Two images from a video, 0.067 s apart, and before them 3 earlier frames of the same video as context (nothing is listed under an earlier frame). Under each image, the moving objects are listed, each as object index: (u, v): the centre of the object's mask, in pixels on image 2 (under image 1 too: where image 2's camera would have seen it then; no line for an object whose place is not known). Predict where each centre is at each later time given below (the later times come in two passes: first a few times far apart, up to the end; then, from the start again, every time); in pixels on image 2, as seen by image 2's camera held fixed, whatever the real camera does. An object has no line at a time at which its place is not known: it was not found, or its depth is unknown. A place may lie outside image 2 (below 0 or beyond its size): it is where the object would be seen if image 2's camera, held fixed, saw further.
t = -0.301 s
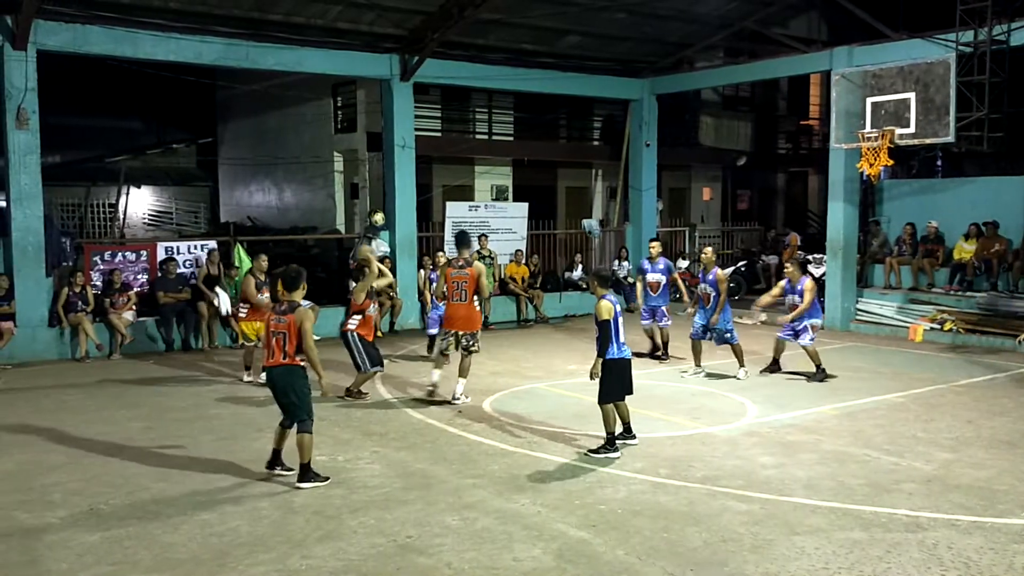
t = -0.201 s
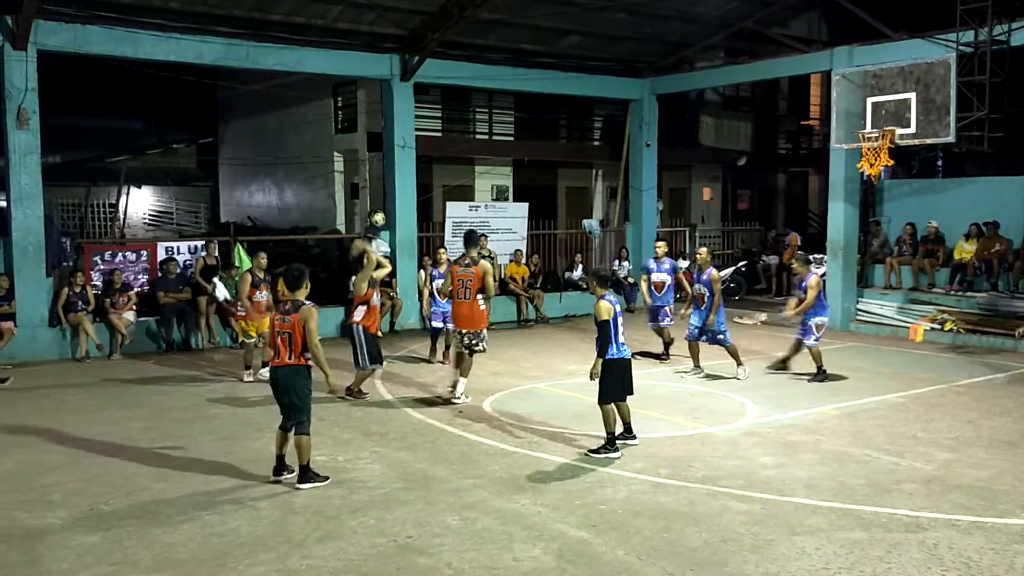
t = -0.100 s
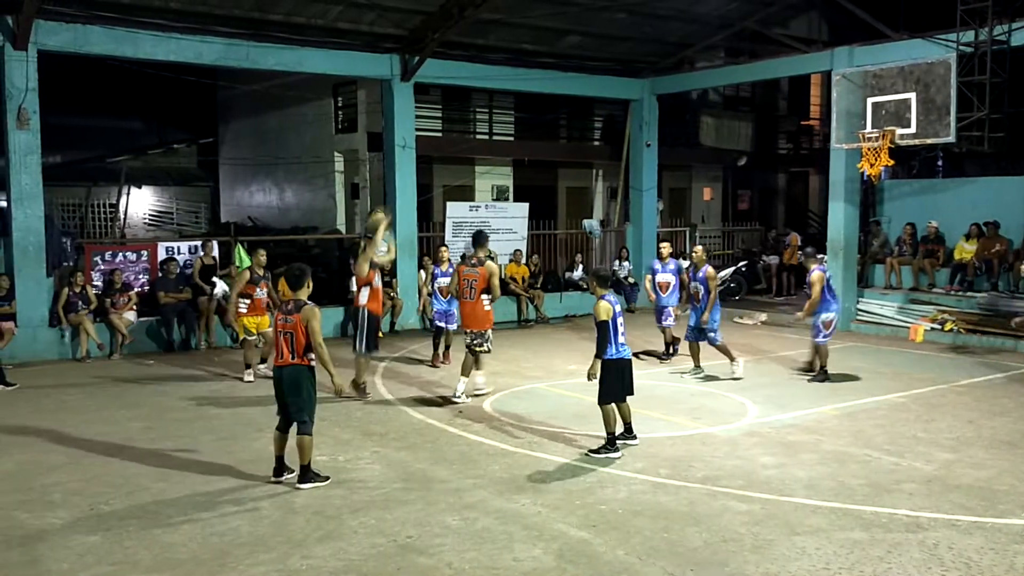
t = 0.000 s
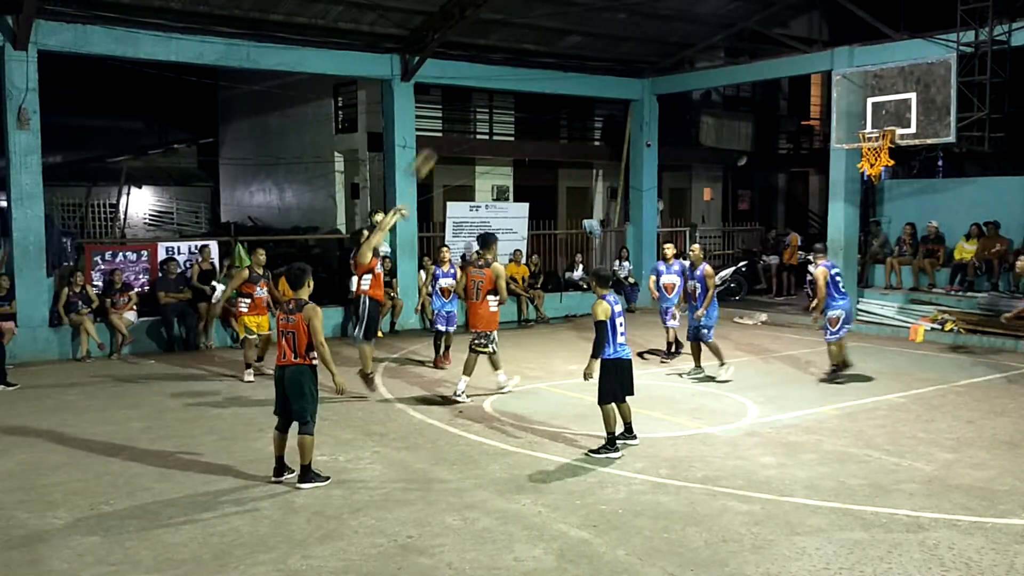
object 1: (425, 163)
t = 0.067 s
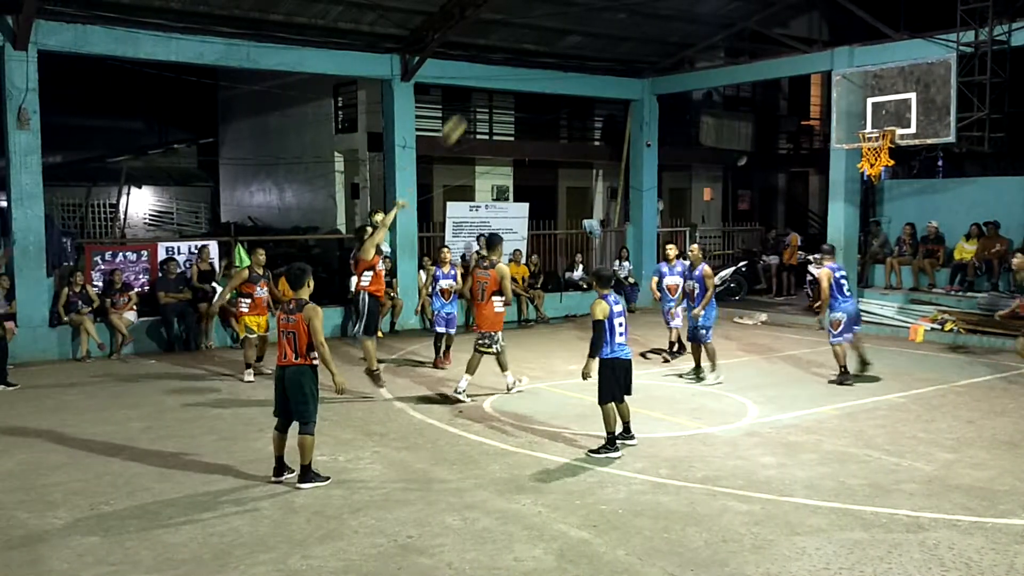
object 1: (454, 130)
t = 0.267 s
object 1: (540, 53)
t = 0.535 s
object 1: (649, 10)
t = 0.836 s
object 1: (758, 32)
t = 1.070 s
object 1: (832, 97)
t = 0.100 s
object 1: (467, 115)
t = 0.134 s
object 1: (482, 100)
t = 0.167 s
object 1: (497, 87)
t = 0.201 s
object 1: (512, 73)
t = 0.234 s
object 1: (526, 63)
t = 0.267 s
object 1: (540, 53)
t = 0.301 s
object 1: (554, 44)
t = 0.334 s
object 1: (568, 36)
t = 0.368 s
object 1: (582, 29)
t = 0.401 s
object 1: (596, 23)
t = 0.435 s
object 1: (609, 19)
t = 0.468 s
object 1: (623, 15)
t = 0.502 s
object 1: (636, 12)
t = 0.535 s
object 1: (649, 10)
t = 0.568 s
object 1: (662, 8)
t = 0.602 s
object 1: (674, 8)
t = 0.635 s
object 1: (687, 9)
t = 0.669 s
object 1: (699, 11)
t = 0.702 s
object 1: (712, 13)
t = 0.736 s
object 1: (724, 16)
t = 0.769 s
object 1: (735, 21)
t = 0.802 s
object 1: (747, 26)
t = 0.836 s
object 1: (758, 32)
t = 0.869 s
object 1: (770, 39)
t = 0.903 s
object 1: (780, 47)
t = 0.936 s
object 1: (791, 55)
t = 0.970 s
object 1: (802, 65)
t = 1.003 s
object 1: (812, 75)
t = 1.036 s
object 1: (821, 85)
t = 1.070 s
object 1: (832, 97)
